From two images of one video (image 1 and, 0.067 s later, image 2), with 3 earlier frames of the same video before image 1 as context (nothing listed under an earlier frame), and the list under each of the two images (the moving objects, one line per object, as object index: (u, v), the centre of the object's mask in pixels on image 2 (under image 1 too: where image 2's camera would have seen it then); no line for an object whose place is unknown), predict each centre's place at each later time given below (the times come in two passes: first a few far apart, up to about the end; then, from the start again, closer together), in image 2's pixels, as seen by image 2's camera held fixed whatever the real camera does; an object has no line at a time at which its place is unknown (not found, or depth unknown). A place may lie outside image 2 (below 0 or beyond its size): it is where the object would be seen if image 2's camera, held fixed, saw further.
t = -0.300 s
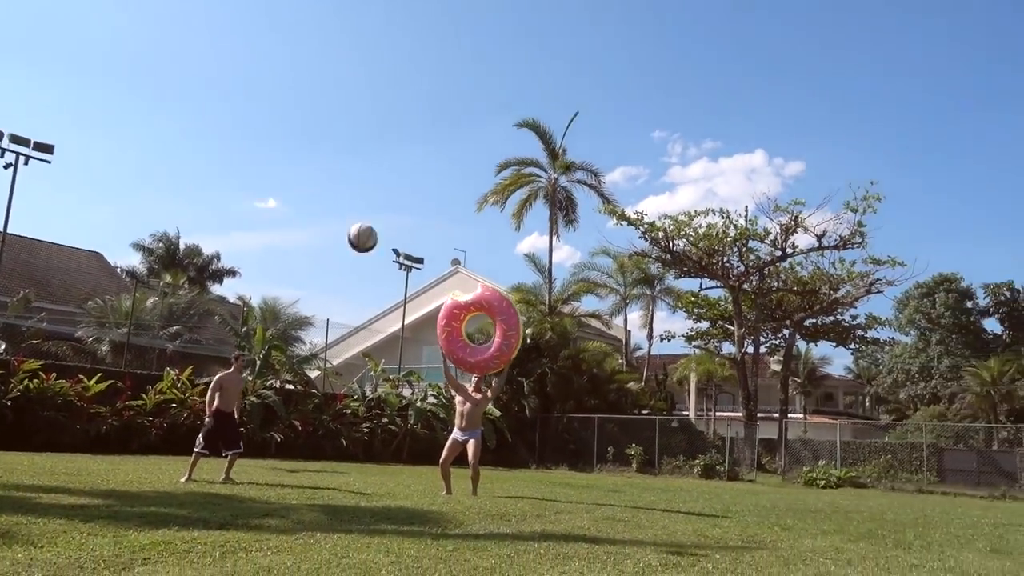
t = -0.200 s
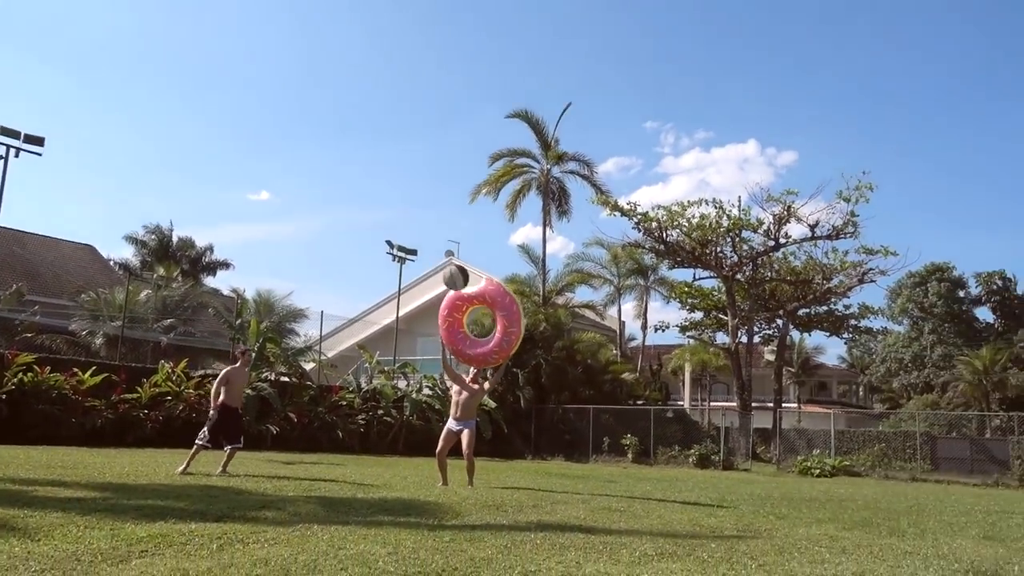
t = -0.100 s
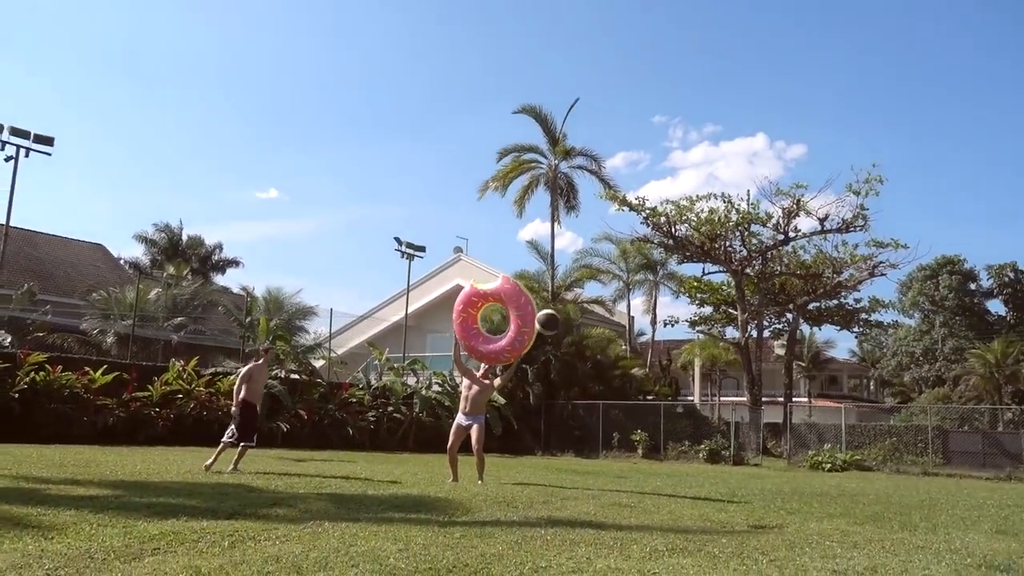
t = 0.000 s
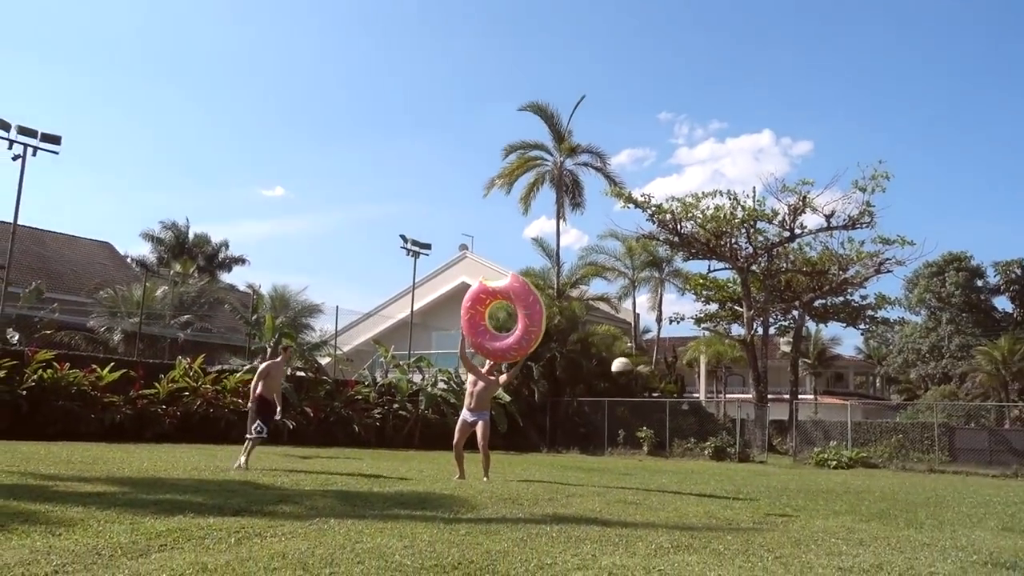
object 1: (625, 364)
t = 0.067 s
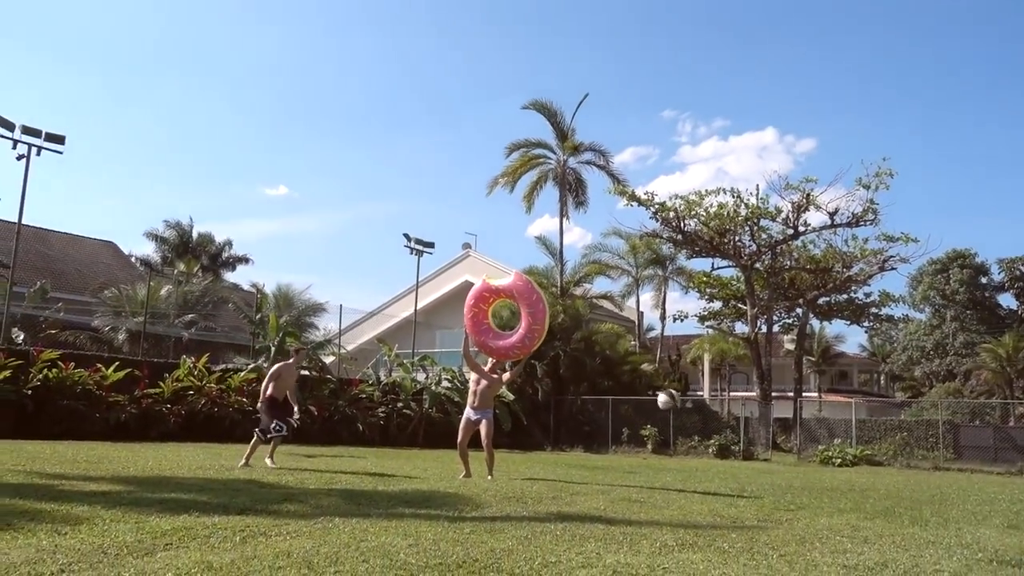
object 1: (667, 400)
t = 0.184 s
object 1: (733, 461)
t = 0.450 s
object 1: (797, 441)
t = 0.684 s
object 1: (830, 429)
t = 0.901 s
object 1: (860, 453)
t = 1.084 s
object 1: (882, 478)
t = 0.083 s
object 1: (679, 407)
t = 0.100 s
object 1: (688, 417)
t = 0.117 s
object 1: (698, 426)
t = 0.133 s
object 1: (707, 435)
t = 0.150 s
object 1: (716, 444)
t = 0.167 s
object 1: (725, 453)
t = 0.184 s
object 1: (733, 461)
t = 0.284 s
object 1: (769, 479)
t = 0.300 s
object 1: (771, 474)
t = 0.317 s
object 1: (774, 469)
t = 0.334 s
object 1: (777, 464)
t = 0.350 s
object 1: (780, 460)
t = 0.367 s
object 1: (782, 457)
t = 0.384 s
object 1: (785, 453)
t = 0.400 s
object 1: (788, 449)
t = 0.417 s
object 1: (791, 446)
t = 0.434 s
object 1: (794, 444)
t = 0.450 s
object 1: (797, 441)
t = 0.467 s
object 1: (799, 439)
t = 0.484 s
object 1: (801, 436)
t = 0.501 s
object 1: (802, 432)
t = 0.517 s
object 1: (807, 432)
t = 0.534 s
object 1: (808, 432)
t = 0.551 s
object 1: (810, 430)
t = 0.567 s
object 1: (813, 428)
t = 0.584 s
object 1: (816, 429)
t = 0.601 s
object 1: (819, 428)
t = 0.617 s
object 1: (820, 427)
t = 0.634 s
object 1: (822, 427)
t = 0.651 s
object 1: (825, 425)
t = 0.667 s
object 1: (826, 427)
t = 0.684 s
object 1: (830, 429)
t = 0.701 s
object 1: (832, 429)
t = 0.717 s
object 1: (836, 430)
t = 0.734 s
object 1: (838, 432)
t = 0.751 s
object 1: (840, 433)
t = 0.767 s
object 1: (841, 434)
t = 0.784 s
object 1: (843, 436)
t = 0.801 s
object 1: (845, 437)
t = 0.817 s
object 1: (847, 438)
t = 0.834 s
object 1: (850, 442)
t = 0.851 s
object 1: (852, 444)
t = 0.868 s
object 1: (855, 447)
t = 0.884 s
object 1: (858, 451)
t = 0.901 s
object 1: (860, 453)
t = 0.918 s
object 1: (861, 456)
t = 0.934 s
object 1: (863, 459)
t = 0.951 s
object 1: (864, 463)
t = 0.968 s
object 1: (869, 466)
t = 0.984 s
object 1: (872, 471)
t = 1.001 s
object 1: (874, 475)
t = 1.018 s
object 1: (876, 480)
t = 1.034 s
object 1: (878, 482)
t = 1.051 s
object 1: (879, 482)
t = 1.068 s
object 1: (881, 480)
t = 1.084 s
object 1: (882, 478)
